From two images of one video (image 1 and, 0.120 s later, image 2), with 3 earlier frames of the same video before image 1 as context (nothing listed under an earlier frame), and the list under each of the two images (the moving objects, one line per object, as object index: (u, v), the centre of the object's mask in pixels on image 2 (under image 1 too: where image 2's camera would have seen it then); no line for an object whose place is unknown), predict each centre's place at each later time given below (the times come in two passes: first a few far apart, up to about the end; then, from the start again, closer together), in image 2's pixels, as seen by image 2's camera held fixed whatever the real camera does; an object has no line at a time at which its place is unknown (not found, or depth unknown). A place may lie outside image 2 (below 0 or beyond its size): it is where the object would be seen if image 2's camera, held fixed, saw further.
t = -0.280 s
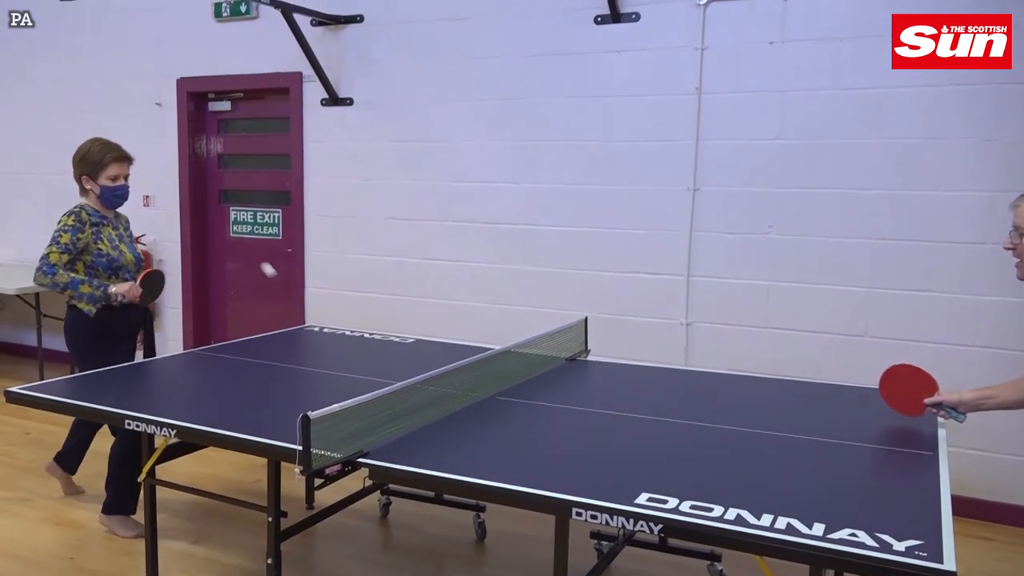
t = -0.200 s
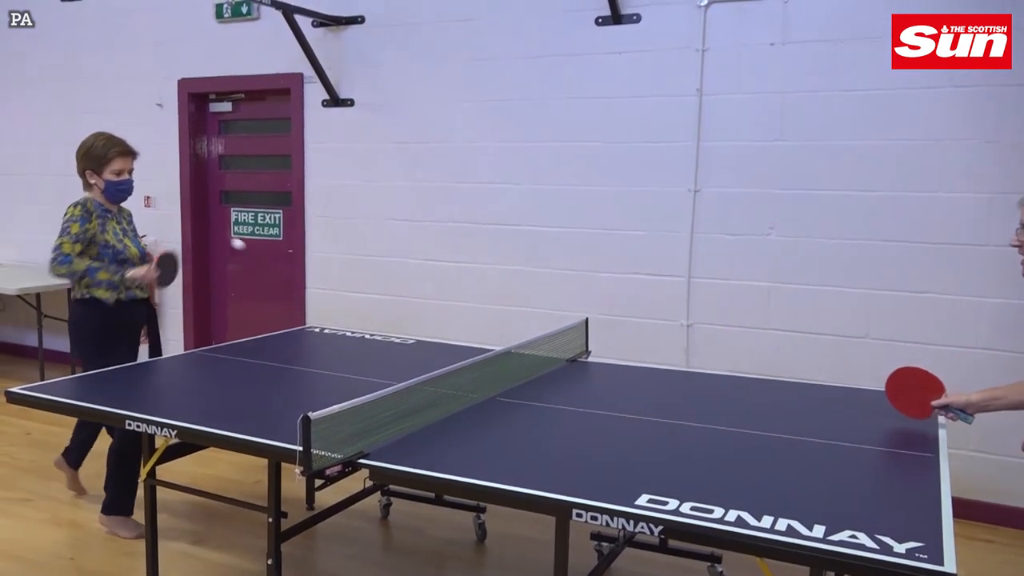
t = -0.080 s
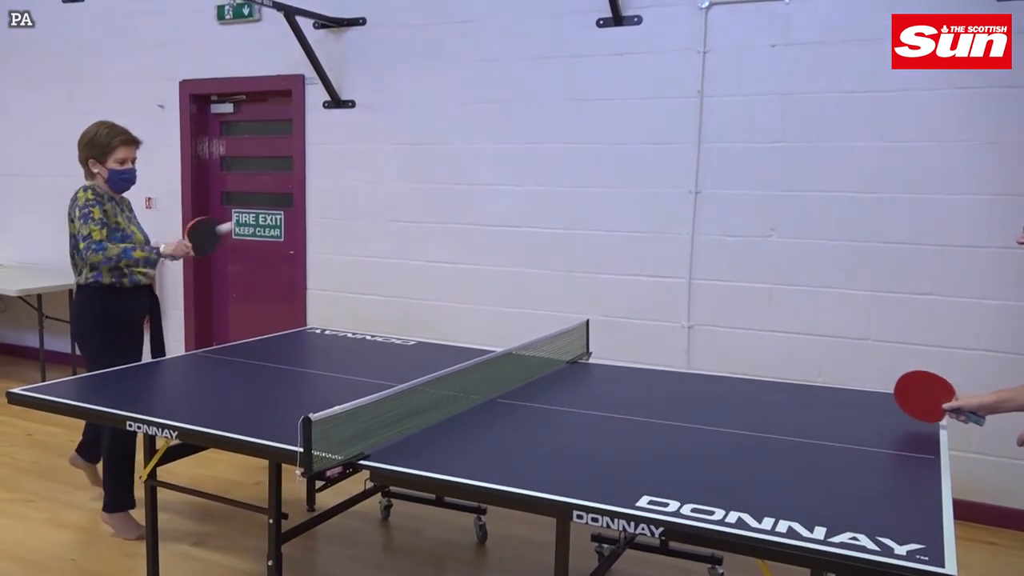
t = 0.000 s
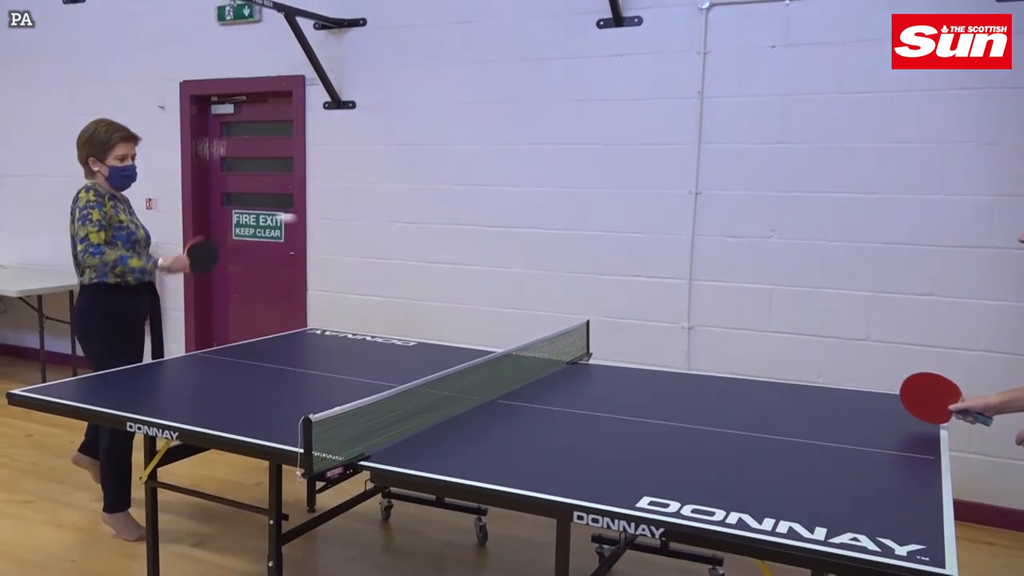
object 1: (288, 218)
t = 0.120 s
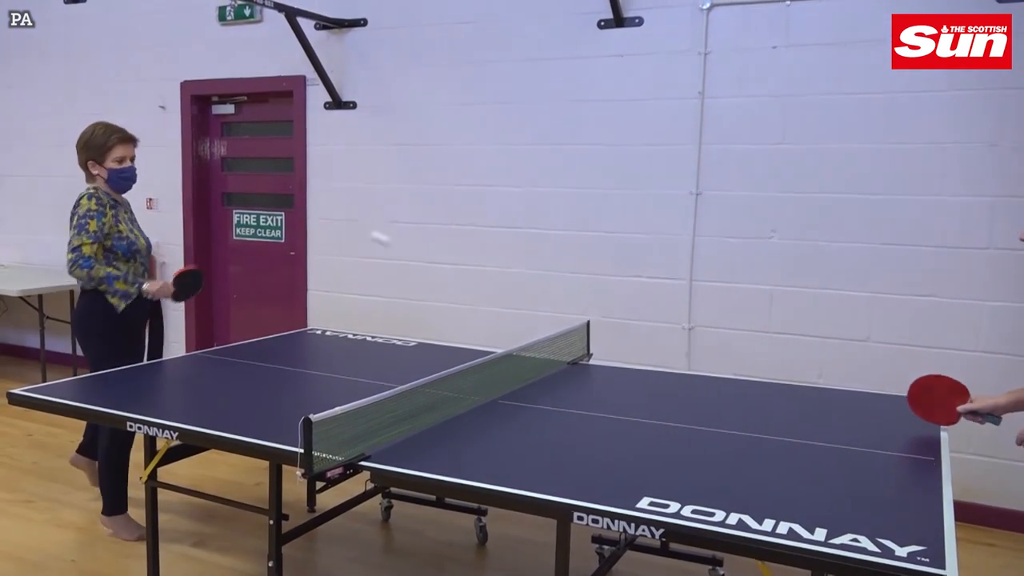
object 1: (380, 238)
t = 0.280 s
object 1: (518, 340)
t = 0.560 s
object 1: (725, 296)
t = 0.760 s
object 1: (875, 330)
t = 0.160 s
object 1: (413, 254)
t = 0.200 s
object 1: (448, 279)
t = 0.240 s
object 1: (482, 307)
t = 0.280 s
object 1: (518, 340)
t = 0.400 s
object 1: (611, 373)
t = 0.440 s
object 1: (640, 346)
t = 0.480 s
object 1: (668, 323)
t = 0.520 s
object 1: (696, 308)
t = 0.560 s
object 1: (725, 296)
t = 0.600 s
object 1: (755, 291)
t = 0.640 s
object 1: (784, 291)
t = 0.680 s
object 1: (815, 297)
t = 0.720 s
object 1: (846, 311)
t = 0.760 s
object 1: (875, 330)
